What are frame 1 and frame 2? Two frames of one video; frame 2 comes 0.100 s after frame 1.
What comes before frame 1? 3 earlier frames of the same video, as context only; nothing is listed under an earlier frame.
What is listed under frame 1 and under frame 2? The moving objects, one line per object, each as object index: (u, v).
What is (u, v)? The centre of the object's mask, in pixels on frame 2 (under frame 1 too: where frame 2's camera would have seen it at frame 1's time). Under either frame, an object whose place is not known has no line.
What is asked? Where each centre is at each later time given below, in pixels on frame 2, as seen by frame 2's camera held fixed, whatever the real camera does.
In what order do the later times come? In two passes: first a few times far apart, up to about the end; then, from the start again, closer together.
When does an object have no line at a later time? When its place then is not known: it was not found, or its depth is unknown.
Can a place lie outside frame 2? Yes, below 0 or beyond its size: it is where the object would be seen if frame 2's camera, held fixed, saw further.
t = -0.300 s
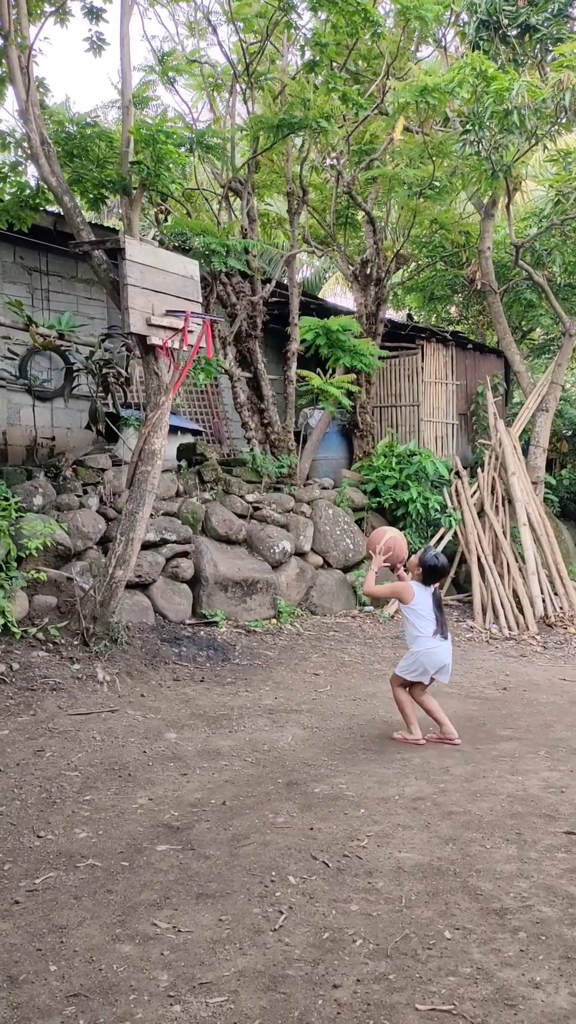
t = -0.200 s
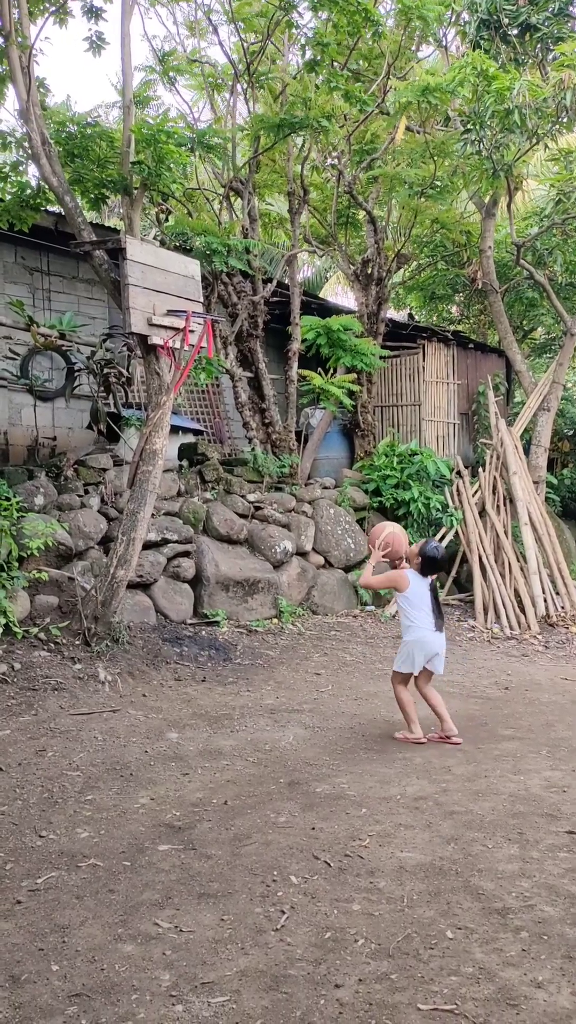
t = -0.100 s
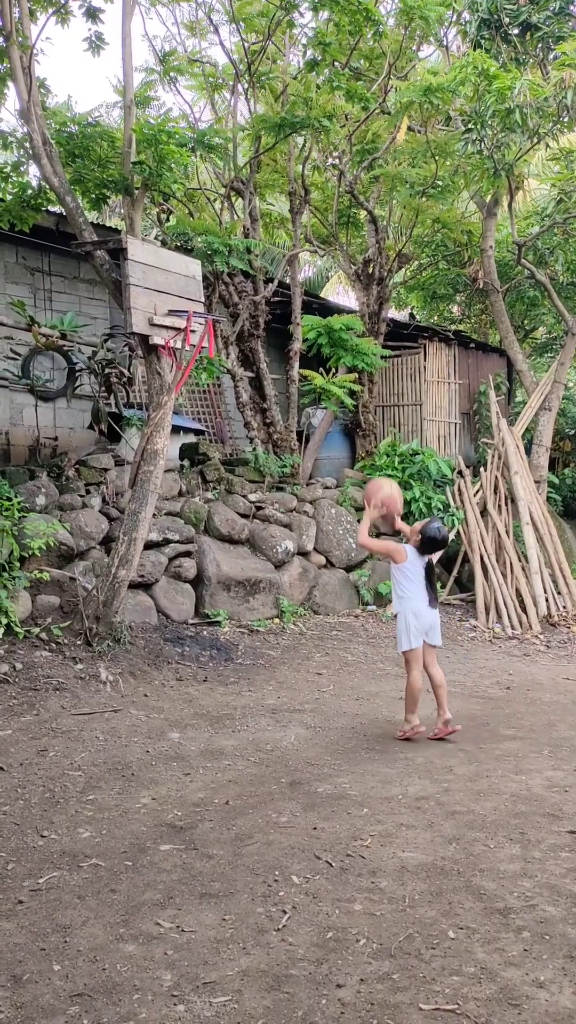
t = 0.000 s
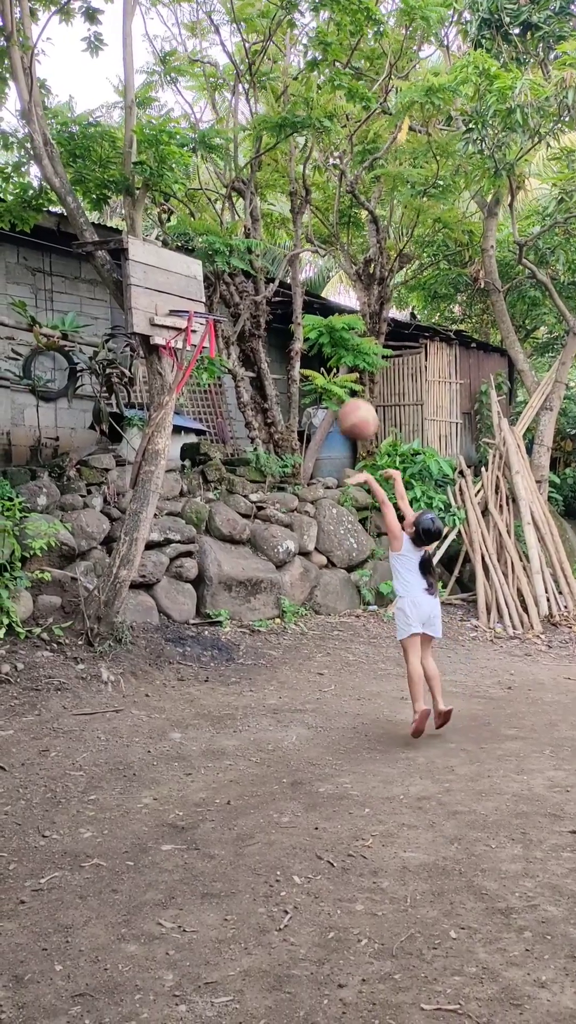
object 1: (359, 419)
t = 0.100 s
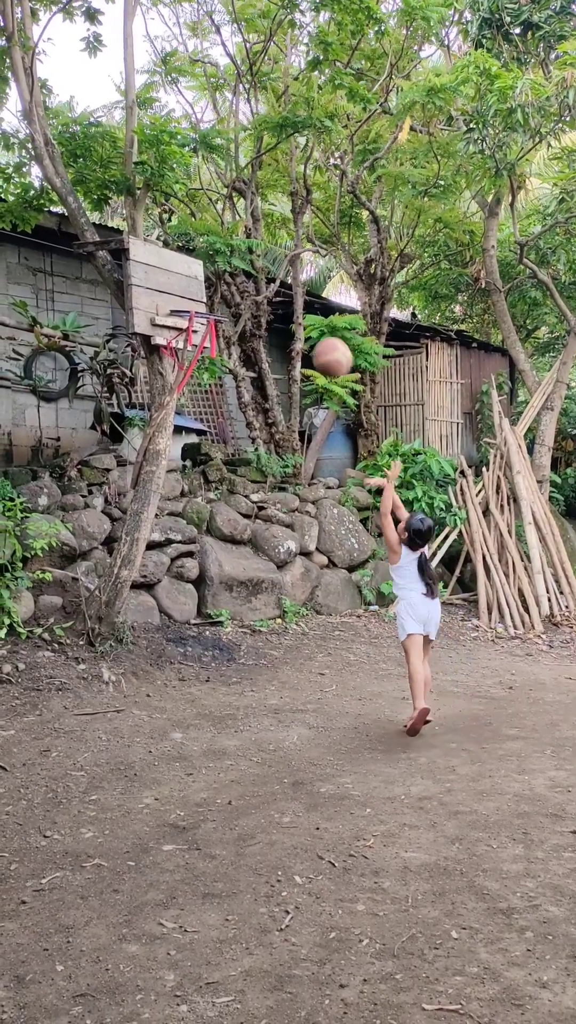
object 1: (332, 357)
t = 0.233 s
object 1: (300, 304)
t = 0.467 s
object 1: (250, 281)
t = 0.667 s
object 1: (220, 293)
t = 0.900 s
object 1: (200, 302)
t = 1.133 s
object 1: (194, 326)
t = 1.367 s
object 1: (199, 353)
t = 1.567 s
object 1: (202, 385)
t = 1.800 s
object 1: (211, 486)
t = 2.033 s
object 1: (222, 663)
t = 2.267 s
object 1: (261, 546)
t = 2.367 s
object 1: (279, 516)
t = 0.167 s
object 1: (316, 327)
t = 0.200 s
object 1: (308, 314)
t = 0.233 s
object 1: (300, 304)
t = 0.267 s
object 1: (292, 295)
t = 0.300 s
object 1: (285, 289)
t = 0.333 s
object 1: (278, 283)
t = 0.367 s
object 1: (271, 280)
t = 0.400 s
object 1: (264, 279)
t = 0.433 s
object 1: (257, 279)
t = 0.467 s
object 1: (250, 281)
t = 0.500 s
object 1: (244, 283)
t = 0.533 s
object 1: (238, 289)
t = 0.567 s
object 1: (232, 295)
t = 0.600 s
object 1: (226, 300)
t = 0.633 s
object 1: (223, 296)
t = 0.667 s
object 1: (220, 293)
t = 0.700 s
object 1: (217, 291)
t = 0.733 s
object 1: (214, 290)
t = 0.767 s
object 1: (211, 292)
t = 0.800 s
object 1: (208, 294)
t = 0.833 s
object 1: (205, 297)
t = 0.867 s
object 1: (202, 300)
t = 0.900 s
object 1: (200, 302)
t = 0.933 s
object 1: (196, 304)
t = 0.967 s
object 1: (193, 308)
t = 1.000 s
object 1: (191, 310)
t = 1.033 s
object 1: (190, 313)
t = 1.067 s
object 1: (191, 316)
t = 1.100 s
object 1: (192, 325)
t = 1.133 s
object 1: (194, 326)
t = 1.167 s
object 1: (195, 327)
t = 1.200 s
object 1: (198, 330)
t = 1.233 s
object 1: (202, 337)
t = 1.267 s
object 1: (202, 339)
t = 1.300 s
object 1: (201, 344)
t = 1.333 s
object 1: (199, 350)
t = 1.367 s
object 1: (199, 353)
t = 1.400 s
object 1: (199, 356)
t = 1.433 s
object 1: (199, 360)
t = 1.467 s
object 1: (200, 364)
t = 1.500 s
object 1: (200, 369)
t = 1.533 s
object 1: (201, 376)
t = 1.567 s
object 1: (202, 385)
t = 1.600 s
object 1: (203, 394)
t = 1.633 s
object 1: (204, 406)
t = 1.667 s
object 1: (206, 420)
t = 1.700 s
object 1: (207, 434)
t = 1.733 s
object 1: (209, 450)
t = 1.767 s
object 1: (210, 468)
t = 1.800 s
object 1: (211, 486)
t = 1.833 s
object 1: (213, 507)
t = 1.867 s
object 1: (214, 530)
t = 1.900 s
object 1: (215, 553)
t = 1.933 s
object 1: (217, 579)
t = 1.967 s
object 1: (218, 605)
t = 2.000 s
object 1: (221, 633)
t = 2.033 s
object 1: (222, 663)
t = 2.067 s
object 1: (227, 648)
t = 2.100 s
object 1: (233, 627)
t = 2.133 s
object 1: (238, 607)
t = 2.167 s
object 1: (244, 590)
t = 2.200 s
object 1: (250, 574)
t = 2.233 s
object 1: (256, 559)
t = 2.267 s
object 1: (261, 546)
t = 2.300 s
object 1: (266, 534)
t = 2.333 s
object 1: (273, 524)
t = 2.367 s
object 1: (279, 516)
